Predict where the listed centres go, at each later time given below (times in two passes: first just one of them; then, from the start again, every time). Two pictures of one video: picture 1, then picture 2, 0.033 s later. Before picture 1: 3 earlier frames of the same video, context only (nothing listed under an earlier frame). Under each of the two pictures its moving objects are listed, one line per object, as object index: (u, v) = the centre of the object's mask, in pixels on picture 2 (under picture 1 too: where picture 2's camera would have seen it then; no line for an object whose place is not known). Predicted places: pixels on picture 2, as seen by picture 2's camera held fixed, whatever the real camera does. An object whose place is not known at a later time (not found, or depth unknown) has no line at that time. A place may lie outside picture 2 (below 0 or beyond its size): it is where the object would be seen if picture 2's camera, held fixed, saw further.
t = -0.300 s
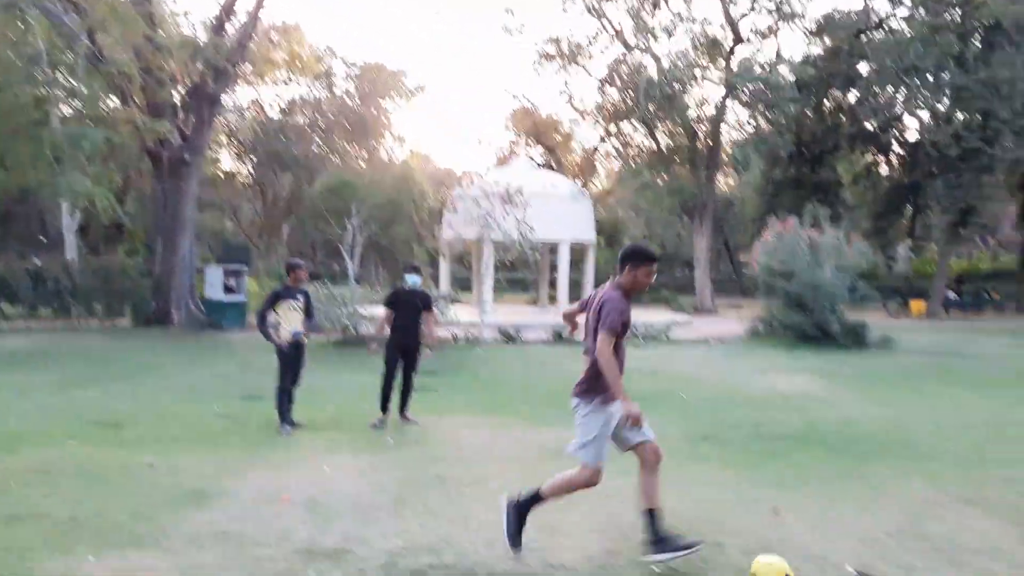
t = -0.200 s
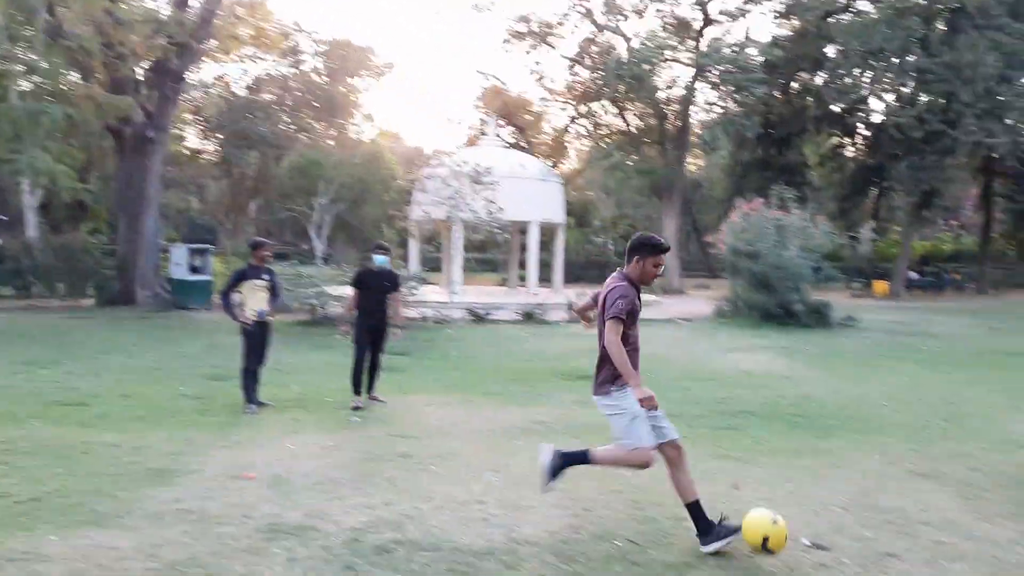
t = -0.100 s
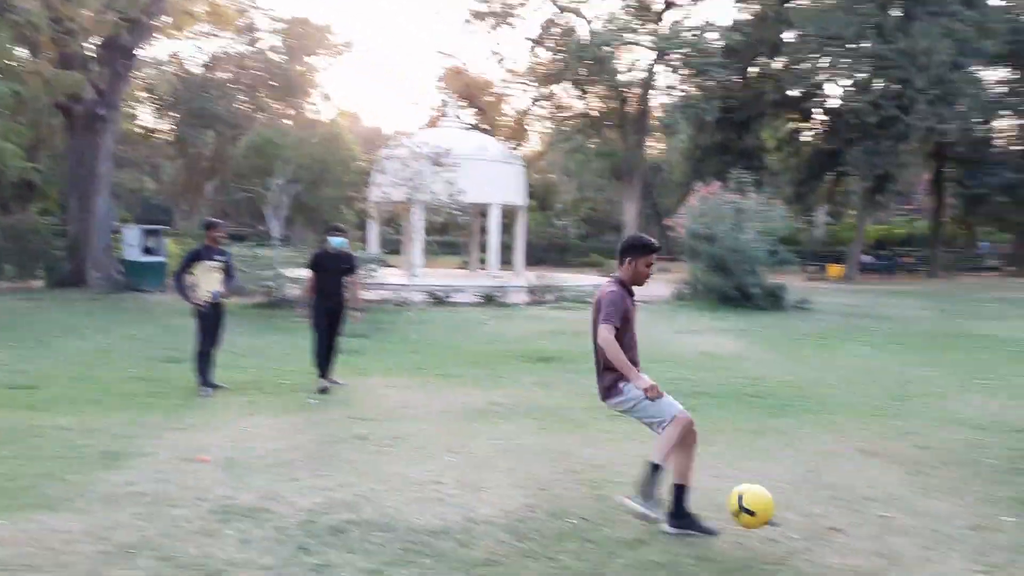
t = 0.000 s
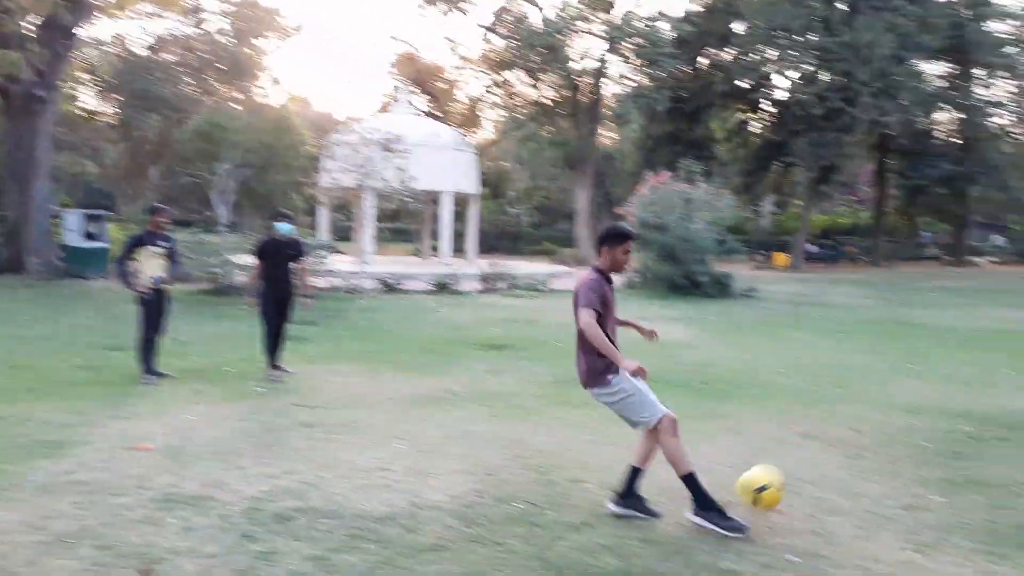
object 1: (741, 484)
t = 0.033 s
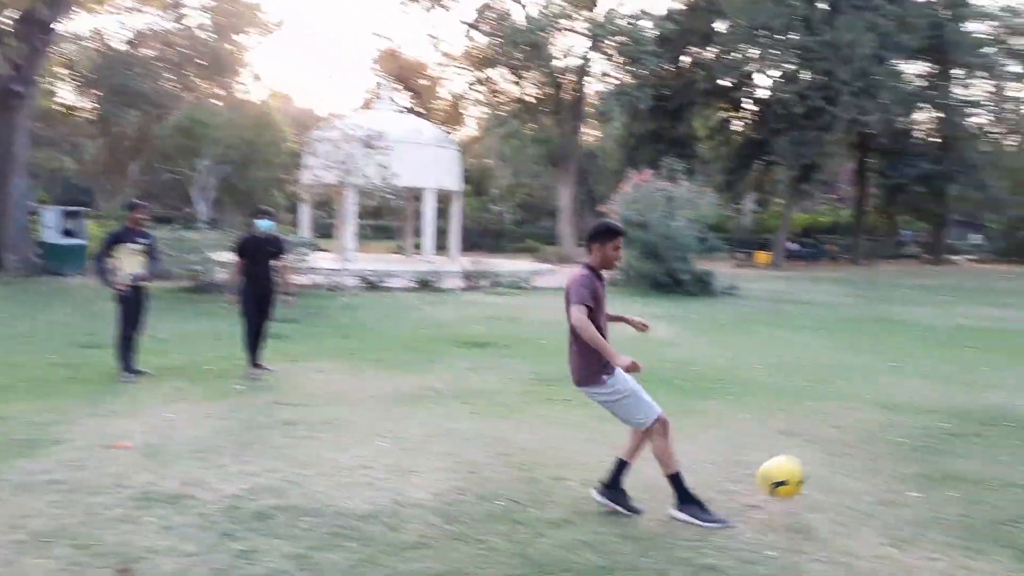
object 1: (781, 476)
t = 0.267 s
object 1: (1010, 469)
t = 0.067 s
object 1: (820, 471)
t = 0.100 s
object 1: (858, 468)
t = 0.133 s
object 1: (892, 467)
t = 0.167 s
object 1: (925, 468)
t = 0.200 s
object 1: (956, 471)
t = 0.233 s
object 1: (986, 476)
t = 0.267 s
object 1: (1010, 469)
